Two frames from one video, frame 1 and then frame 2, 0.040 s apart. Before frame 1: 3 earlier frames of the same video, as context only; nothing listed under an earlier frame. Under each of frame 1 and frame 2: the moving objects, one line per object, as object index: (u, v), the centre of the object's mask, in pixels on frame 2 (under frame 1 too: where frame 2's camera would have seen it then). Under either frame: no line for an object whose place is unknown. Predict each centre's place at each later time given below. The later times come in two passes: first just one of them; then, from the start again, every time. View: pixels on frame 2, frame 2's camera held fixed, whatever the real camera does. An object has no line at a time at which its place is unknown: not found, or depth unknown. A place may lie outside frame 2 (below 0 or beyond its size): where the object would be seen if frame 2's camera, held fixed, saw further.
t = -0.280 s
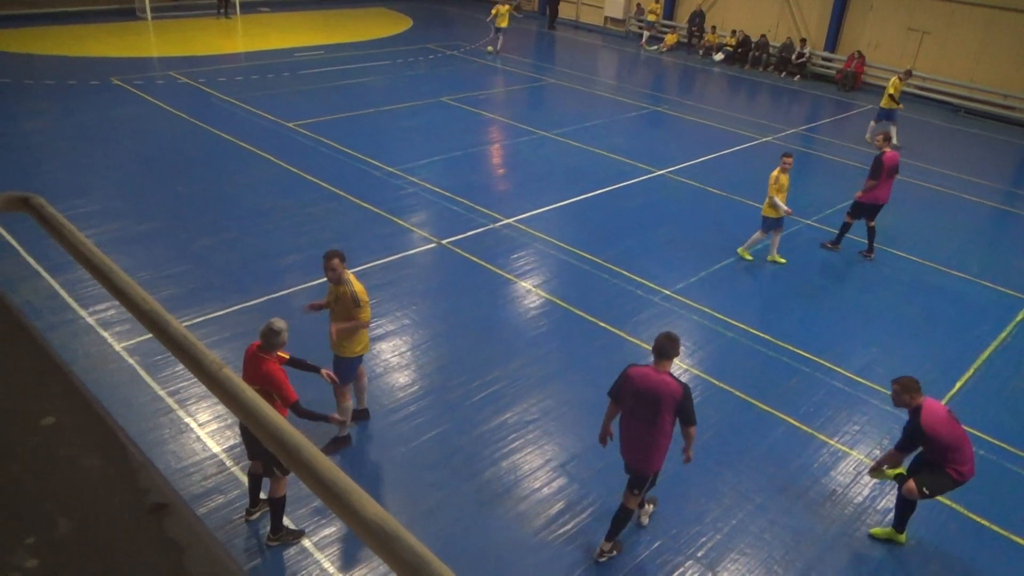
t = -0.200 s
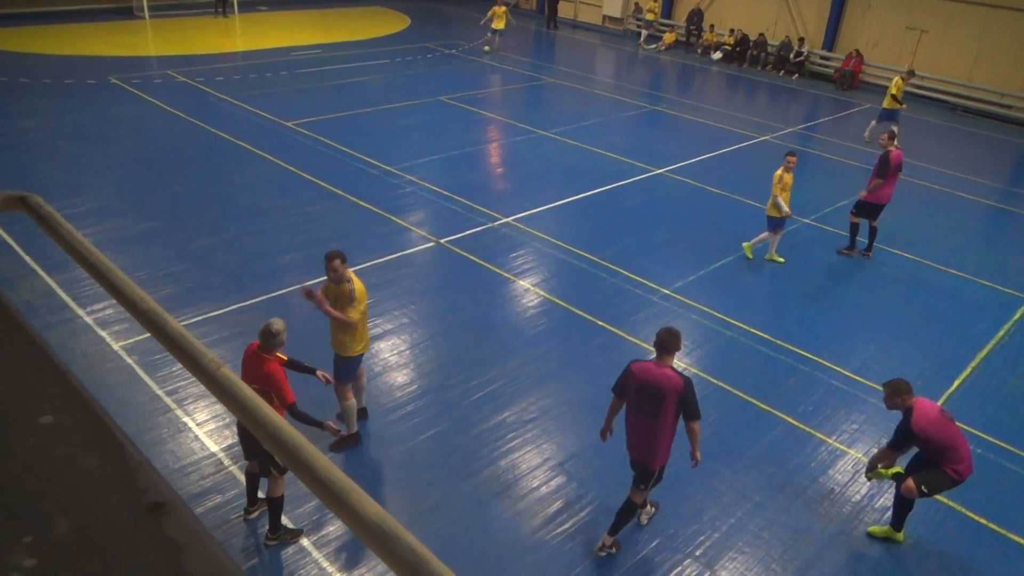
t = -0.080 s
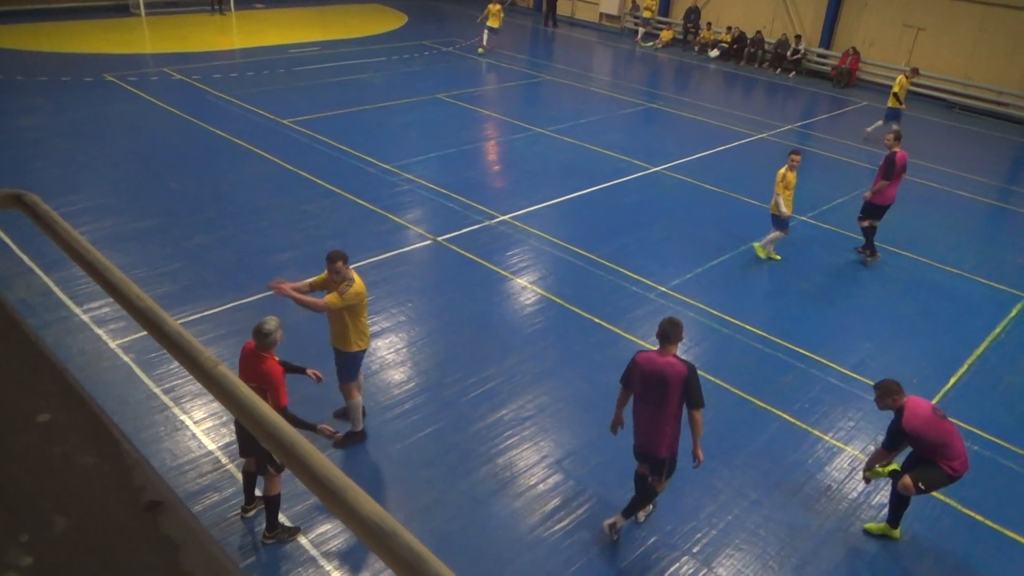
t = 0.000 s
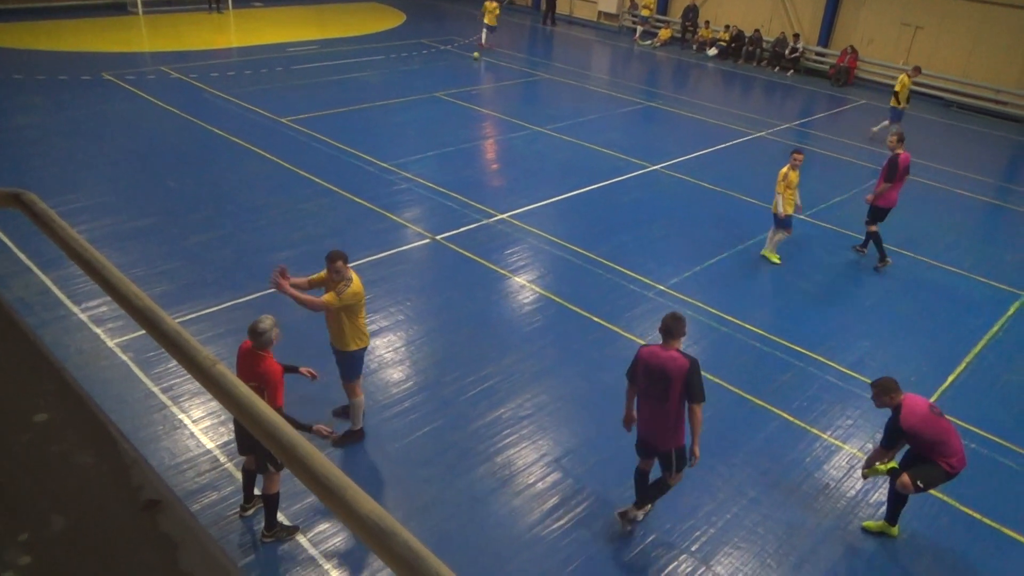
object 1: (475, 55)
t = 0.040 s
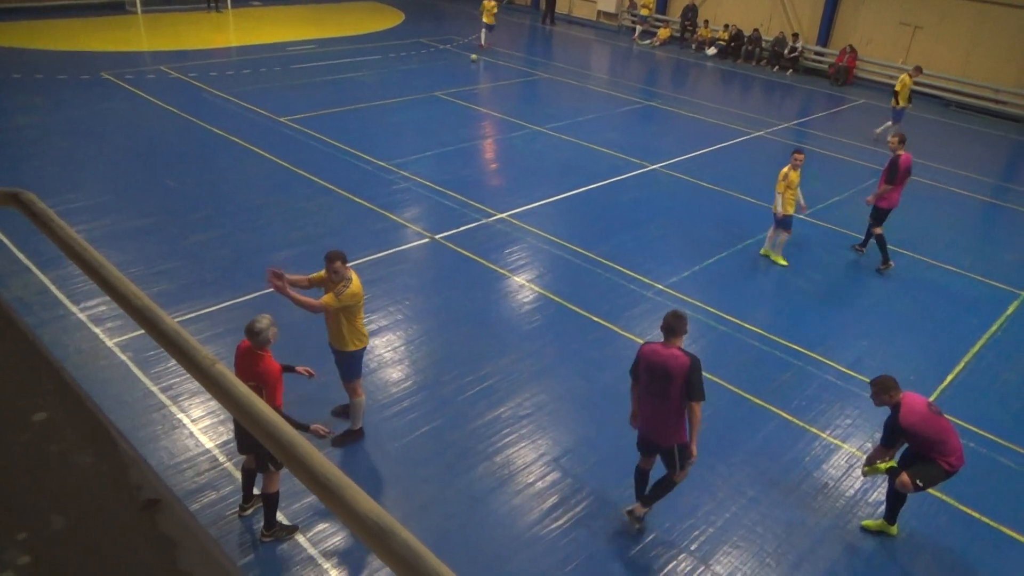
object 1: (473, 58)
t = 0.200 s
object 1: (467, 69)
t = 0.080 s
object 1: (472, 61)
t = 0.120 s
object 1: (471, 63)
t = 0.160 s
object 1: (469, 66)
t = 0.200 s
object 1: (467, 69)
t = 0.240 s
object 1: (466, 72)
